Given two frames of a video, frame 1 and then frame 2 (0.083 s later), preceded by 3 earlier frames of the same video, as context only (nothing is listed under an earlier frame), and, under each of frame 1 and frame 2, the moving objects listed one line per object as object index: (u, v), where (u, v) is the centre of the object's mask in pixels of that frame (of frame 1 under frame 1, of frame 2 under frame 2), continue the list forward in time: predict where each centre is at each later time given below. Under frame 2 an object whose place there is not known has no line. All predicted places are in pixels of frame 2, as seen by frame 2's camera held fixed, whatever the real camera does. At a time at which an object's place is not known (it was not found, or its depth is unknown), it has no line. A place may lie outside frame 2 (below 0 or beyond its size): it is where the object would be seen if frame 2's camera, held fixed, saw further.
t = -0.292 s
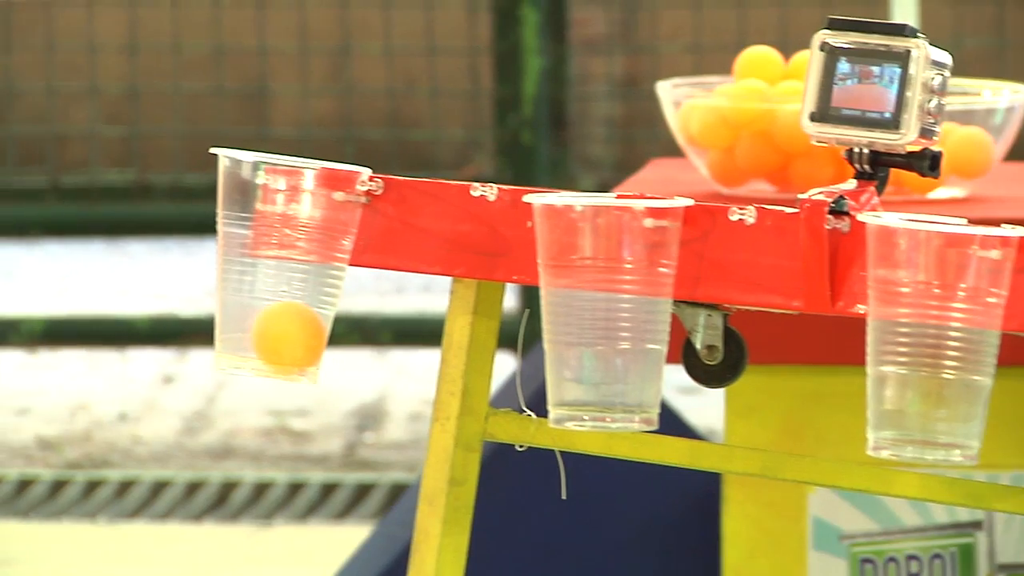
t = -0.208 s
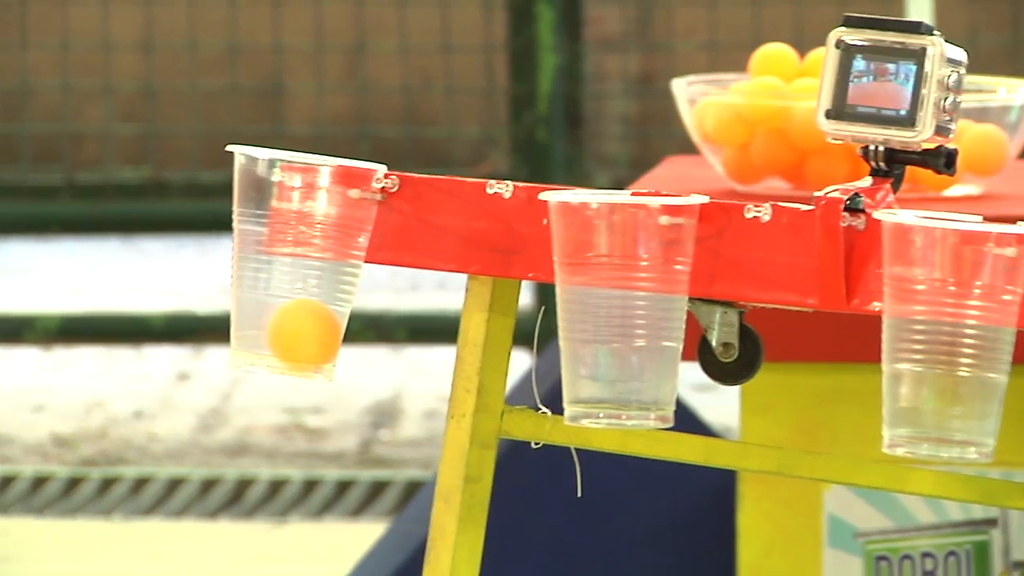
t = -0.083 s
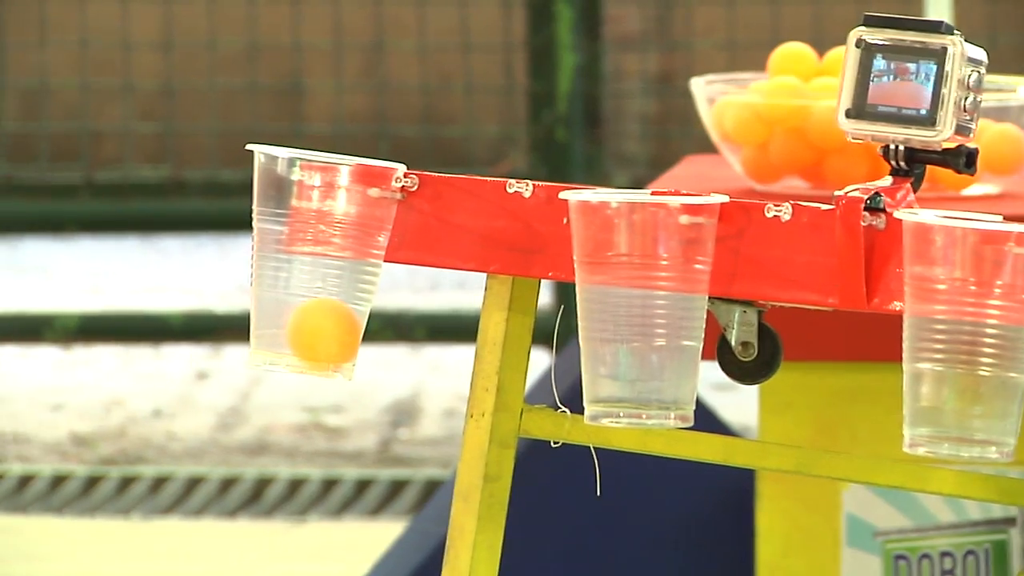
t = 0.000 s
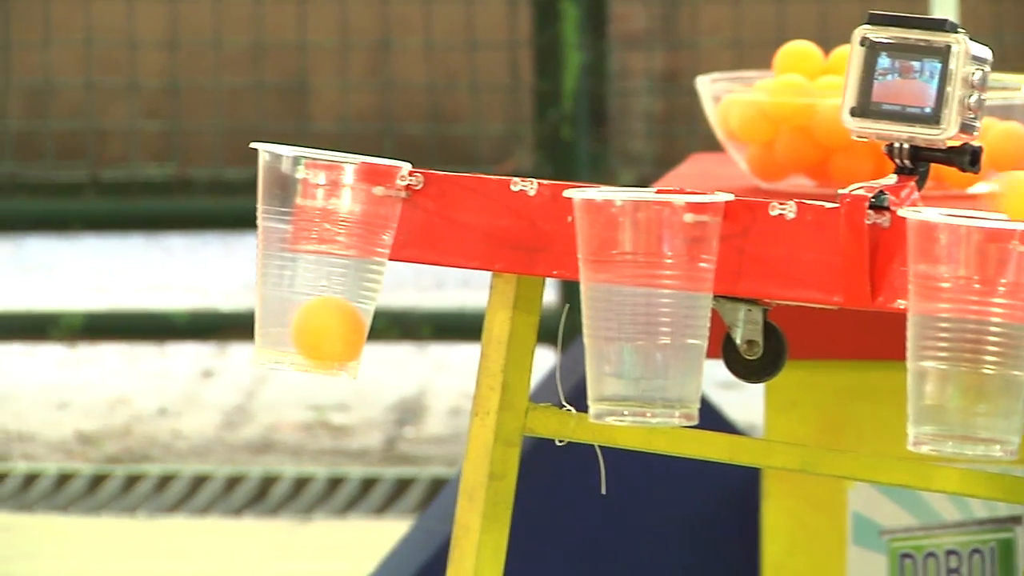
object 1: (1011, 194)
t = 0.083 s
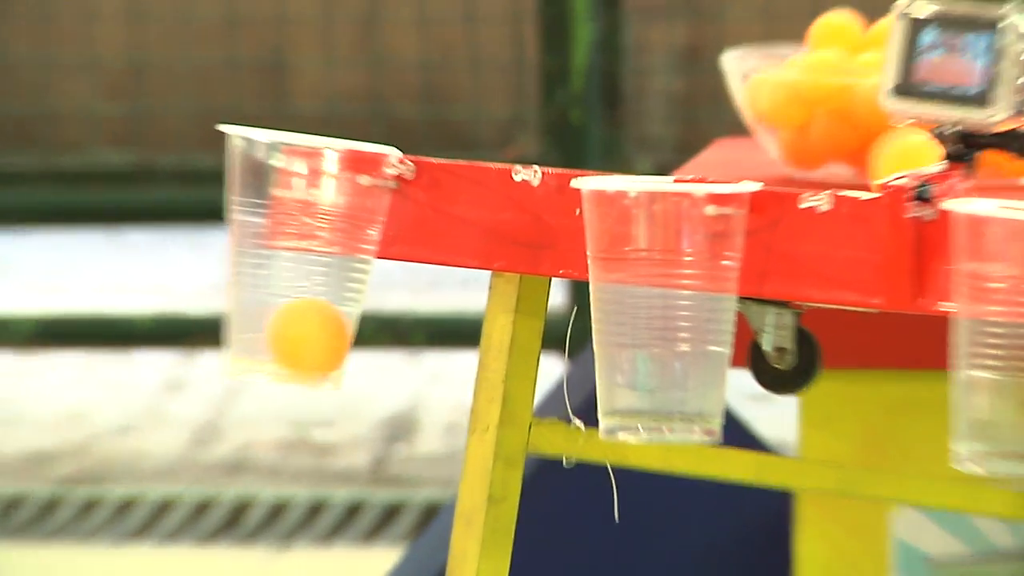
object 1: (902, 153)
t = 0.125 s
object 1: (849, 152)
